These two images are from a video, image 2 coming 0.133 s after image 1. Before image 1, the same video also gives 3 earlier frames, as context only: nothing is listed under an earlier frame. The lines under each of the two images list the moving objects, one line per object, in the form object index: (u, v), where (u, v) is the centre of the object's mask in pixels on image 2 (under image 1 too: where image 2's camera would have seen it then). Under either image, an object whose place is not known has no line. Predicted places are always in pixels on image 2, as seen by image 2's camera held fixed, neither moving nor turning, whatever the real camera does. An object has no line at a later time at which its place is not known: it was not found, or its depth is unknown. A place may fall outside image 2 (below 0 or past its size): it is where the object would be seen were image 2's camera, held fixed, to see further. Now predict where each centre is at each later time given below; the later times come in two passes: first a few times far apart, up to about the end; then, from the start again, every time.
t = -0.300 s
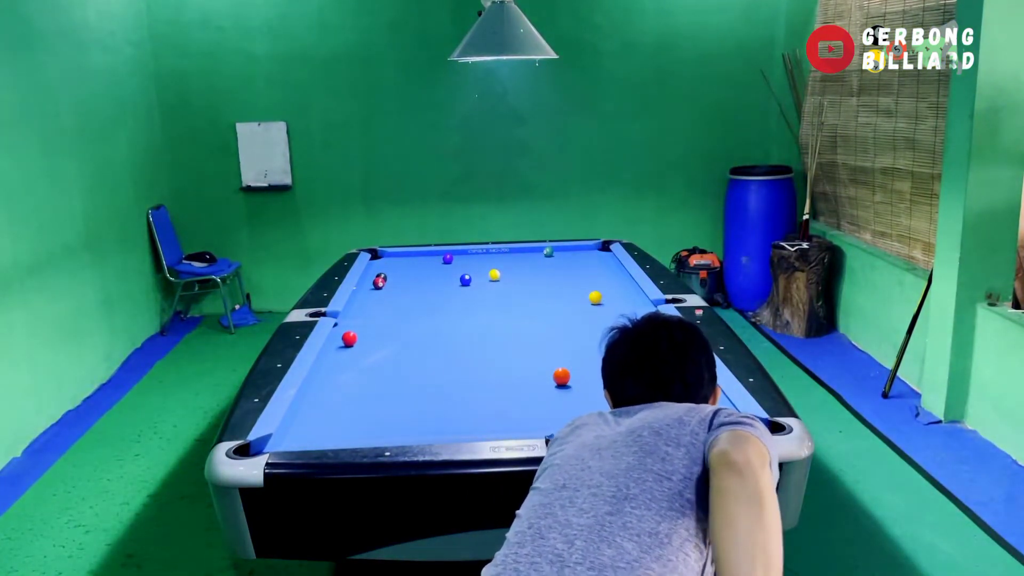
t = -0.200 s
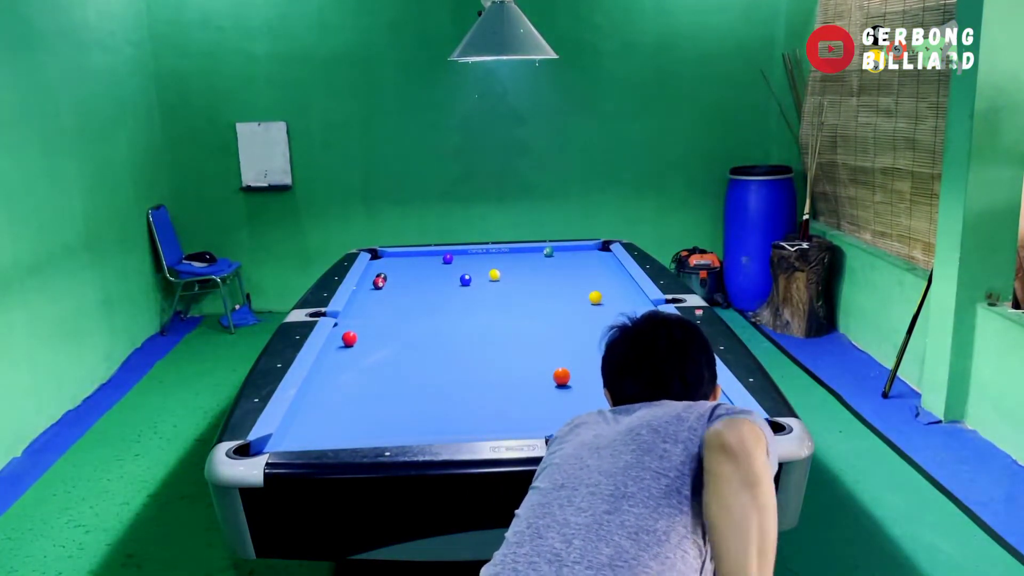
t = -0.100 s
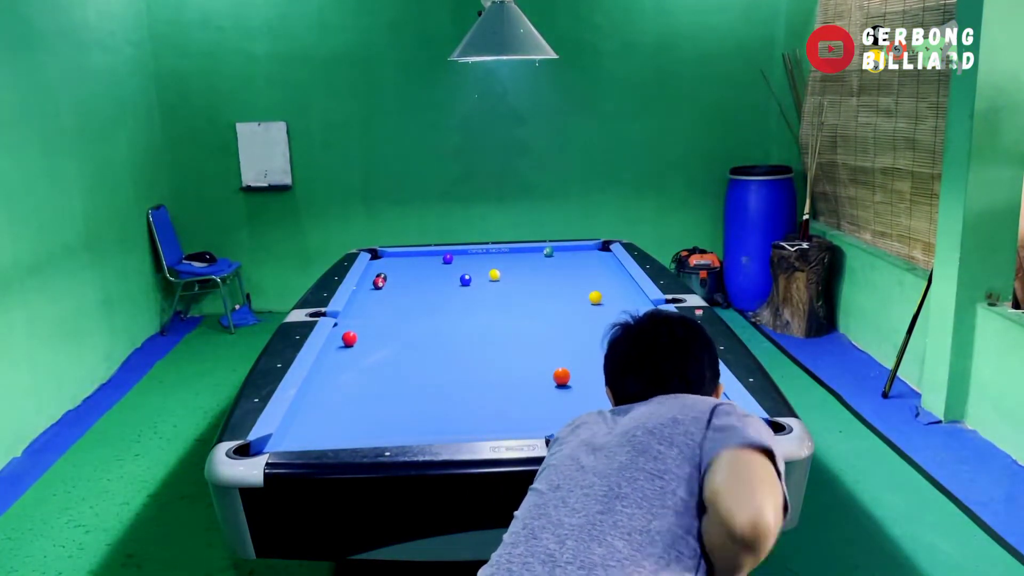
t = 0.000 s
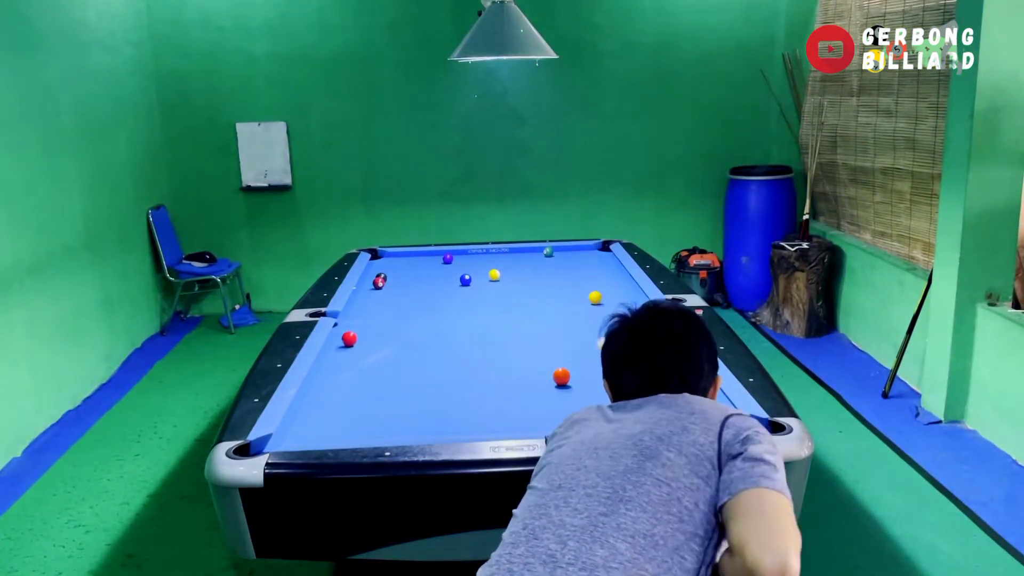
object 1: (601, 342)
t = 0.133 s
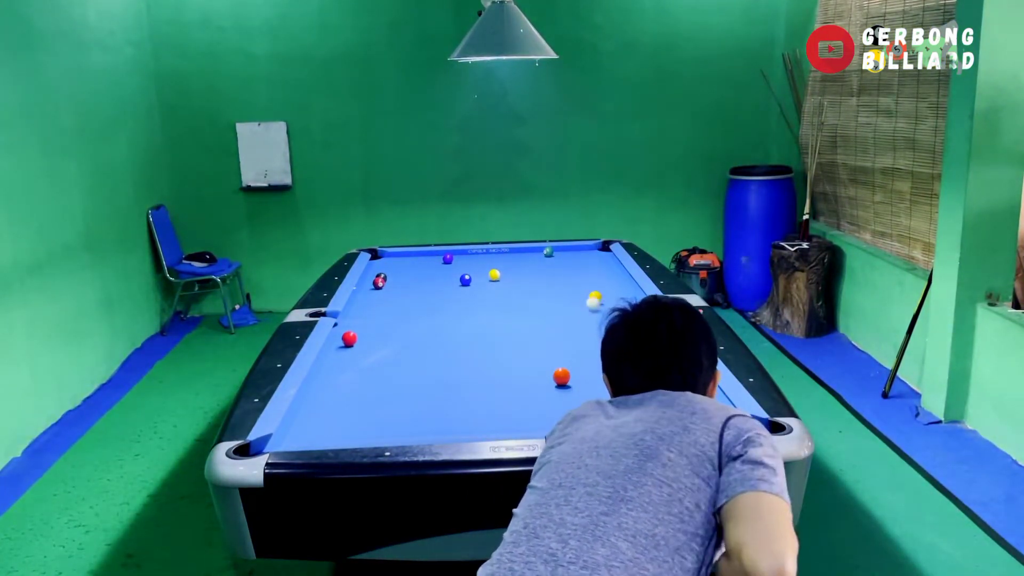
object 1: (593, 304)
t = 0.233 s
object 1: (570, 298)
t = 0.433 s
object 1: (528, 287)
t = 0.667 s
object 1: (507, 274)
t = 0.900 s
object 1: (512, 266)
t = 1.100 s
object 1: (515, 260)
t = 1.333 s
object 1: (518, 253)
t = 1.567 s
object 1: (520, 250)
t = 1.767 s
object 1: (522, 254)
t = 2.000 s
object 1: (525, 257)
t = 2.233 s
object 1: (527, 261)
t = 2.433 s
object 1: (528, 264)
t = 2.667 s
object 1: (529, 267)
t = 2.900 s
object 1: (531, 271)
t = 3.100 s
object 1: (532, 274)
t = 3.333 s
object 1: (534, 277)
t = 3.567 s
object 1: (535, 280)
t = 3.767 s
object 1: (536, 283)
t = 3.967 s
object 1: (537, 285)
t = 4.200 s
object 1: (538, 287)
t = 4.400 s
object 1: (538, 290)
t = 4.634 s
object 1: (538, 292)
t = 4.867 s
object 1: (539, 294)
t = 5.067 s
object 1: (539, 296)
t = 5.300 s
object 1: (539, 298)
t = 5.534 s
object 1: (539, 299)
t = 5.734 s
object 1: (540, 300)
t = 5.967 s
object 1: (540, 301)
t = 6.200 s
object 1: (541, 302)
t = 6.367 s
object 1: (542, 302)
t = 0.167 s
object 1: (587, 300)
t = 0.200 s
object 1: (578, 299)
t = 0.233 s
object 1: (570, 298)
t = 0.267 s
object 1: (562, 297)
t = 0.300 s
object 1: (555, 295)
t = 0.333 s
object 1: (548, 293)
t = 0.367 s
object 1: (541, 292)
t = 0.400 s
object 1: (534, 290)
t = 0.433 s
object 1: (528, 287)
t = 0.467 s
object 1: (522, 285)
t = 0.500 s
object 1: (517, 283)
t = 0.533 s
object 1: (511, 280)
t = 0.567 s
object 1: (506, 278)
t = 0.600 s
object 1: (504, 276)
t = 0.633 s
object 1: (506, 275)
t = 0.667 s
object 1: (507, 274)
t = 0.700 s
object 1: (508, 273)
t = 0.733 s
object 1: (509, 272)
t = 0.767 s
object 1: (509, 271)
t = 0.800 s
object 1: (510, 269)
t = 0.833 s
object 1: (511, 268)
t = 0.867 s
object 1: (511, 267)
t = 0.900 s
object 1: (512, 266)
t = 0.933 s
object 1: (512, 265)
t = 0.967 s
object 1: (513, 264)
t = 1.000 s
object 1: (513, 263)
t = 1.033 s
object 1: (514, 262)
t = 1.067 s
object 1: (514, 261)
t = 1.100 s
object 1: (515, 260)
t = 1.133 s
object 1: (515, 259)
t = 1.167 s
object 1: (515, 258)
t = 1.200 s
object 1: (516, 257)
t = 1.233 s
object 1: (516, 256)
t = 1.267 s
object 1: (517, 255)
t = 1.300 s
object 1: (517, 254)
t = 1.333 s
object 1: (518, 253)
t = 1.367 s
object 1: (518, 253)
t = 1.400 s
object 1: (519, 252)
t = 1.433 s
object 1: (519, 251)
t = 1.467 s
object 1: (519, 250)
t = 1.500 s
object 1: (520, 250)
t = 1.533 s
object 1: (520, 250)
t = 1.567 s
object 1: (520, 250)
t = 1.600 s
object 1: (521, 251)
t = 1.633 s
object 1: (521, 252)
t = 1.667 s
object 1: (521, 252)
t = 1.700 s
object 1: (522, 253)
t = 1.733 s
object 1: (522, 253)
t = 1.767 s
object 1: (522, 254)
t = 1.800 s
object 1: (523, 254)
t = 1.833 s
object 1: (523, 255)
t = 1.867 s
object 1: (523, 255)
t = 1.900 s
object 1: (524, 256)
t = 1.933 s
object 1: (524, 256)
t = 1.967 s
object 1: (524, 257)
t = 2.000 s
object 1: (525, 257)
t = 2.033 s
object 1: (525, 258)
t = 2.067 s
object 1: (525, 258)
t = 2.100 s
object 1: (525, 259)
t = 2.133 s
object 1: (526, 259)
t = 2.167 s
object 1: (526, 260)
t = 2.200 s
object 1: (526, 260)
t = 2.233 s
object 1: (527, 261)
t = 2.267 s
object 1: (527, 261)
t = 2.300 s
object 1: (527, 262)
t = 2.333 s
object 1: (527, 262)
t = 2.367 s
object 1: (528, 263)
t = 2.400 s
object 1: (528, 263)
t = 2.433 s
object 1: (528, 264)
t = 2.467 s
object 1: (528, 264)
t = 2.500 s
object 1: (528, 265)
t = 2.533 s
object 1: (529, 265)
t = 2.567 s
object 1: (529, 266)
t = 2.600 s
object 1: (529, 266)
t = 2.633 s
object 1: (529, 266)
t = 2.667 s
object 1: (529, 267)
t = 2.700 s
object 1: (530, 268)
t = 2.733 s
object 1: (530, 268)
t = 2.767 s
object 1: (530, 269)
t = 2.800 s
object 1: (531, 269)
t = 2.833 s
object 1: (531, 270)
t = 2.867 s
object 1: (531, 270)
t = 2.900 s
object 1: (531, 271)
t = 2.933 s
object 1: (531, 271)
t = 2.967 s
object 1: (532, 272)
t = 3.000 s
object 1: (532, 272)
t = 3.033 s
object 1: (532, 273)
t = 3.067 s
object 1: (532, 273)
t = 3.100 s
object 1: (532, 274)
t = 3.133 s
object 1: (533, 274)
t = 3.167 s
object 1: (533, 275)
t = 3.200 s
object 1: (533, 275)
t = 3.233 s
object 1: (533, 276)
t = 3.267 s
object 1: (533, 276)
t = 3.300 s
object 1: (534, 276)
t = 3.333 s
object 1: (534, 277)
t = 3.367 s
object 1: (534, 277)
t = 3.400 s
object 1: (534, 278)
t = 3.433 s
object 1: (534, 278)
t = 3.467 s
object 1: (534, 279)
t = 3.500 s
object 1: (535, 279)
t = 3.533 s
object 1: (535, 280)
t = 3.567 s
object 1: (535, 280)
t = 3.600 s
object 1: (535, 280)
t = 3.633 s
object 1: (535, 281)
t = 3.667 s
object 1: (535, 281)
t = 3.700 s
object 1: (536, 282)
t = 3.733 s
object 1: (536, 282)
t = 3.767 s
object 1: (536, 283)
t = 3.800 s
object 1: (536, 283)
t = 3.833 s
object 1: (536, 284)
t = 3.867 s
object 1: (537, 284)
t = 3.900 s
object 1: (537, 284)
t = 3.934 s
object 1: (537, 285)
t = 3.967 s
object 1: (537, 285)
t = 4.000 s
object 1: (537, 285)
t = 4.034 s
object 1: (537, 286)
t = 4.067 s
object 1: (537, 286)
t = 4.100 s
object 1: (538, 287)
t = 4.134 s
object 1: (538, 287)
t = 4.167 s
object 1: (537, 287)
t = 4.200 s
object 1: (538, 287)
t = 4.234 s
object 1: (538, 288)
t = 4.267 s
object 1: (538, 288)
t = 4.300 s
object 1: (538, 289)
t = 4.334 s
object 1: (538, 289)
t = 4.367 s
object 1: (538, 289)
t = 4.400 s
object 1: (538, 290)
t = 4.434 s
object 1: (538, 290)
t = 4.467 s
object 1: (538, 290)
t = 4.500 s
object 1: (538, 290)
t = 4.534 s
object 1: (538, 291)
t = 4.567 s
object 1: (538, 291)
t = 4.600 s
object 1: (538, 291)
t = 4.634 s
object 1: (538, 292)
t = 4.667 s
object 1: (538, 292)
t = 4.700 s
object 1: (538, 292)
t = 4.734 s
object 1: (538, 293)
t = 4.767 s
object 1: (538, 293)
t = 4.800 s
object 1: (538, 293)
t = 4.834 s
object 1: (539, 294)
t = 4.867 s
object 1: (539, 294)
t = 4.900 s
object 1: (539, 294)
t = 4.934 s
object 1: (538, 295)
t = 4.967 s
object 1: (538, 295)
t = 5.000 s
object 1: (538, 295)
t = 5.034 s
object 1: (538, 295)
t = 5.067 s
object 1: (539, 296)
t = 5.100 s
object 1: (539, 296)
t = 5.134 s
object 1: (539, 296)
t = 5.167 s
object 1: (539, 297)
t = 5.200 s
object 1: (539, 297)
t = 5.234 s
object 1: (539, 297)
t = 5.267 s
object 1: (539, 298)
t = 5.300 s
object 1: (539, 298)
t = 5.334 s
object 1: (539, 298)
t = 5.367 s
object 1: (539, 298)
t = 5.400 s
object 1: (539, 298)
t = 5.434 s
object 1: (539, 298)
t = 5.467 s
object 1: (539, 299)
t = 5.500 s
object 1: (539, 299)
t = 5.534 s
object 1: (539, 299)
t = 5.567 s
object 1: (539, 299)
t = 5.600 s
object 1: (539, 300)
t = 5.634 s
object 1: (540, 300)
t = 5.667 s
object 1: (539, 300)
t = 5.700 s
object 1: (540, 300)
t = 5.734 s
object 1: (540, 300)
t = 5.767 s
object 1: (540, 300)
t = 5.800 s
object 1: (540, 300)
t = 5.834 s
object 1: (540, 300)
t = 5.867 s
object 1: (540, 301)
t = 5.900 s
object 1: (540, 301)
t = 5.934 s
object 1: (540, 301)
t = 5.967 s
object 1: (540, 301)
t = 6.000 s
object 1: (541, 301)
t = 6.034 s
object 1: (541, 301)
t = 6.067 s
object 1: (541, 301)
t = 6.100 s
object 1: (541, 301)
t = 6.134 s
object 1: (541, 301)
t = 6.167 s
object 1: (541, 302)
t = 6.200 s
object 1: (541, 302)
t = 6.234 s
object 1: (541, 302)
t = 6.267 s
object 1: (542, 302)
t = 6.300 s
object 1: (541, 302)
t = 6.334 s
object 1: (541, 302)
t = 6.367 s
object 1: (542, 302)
